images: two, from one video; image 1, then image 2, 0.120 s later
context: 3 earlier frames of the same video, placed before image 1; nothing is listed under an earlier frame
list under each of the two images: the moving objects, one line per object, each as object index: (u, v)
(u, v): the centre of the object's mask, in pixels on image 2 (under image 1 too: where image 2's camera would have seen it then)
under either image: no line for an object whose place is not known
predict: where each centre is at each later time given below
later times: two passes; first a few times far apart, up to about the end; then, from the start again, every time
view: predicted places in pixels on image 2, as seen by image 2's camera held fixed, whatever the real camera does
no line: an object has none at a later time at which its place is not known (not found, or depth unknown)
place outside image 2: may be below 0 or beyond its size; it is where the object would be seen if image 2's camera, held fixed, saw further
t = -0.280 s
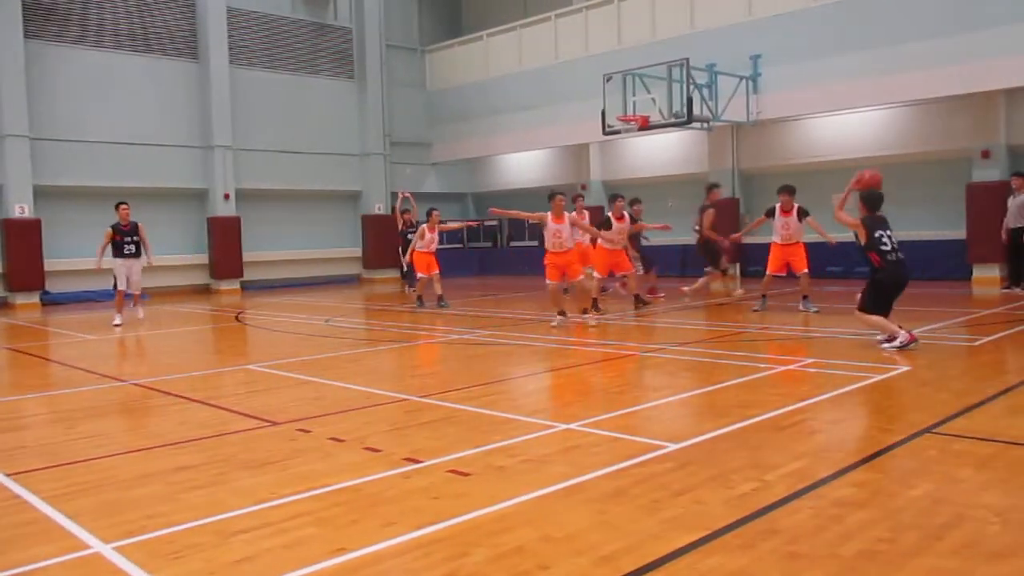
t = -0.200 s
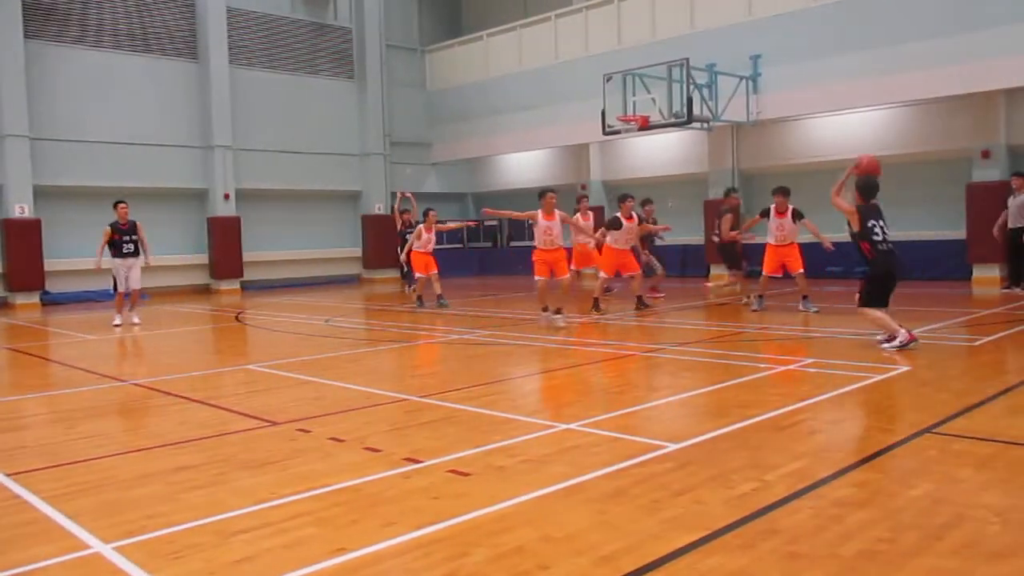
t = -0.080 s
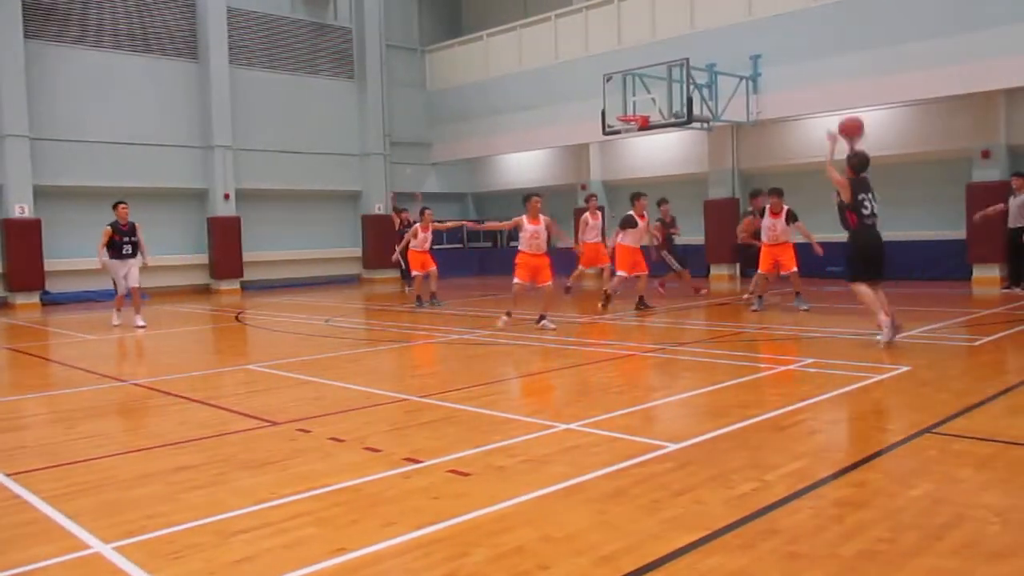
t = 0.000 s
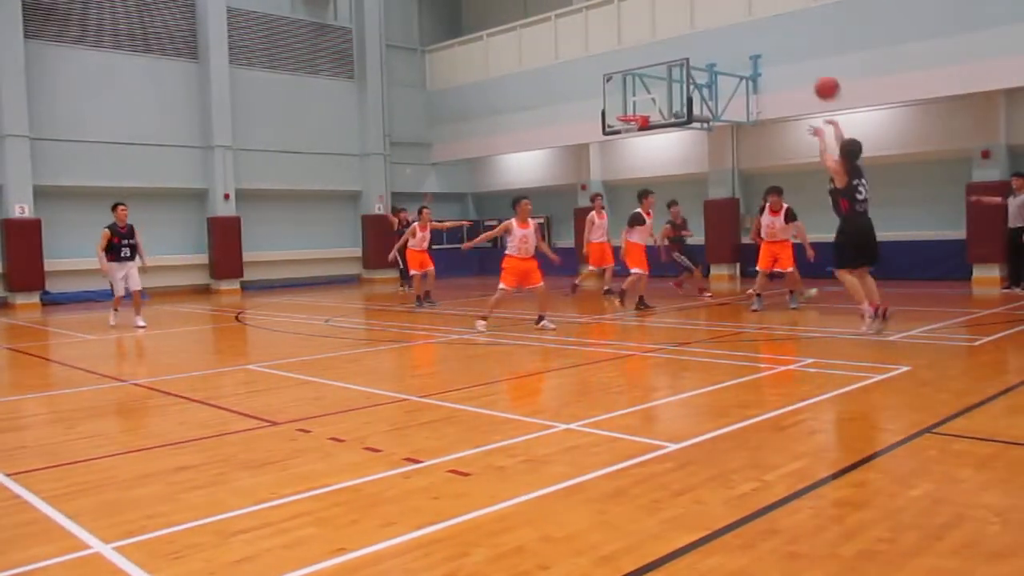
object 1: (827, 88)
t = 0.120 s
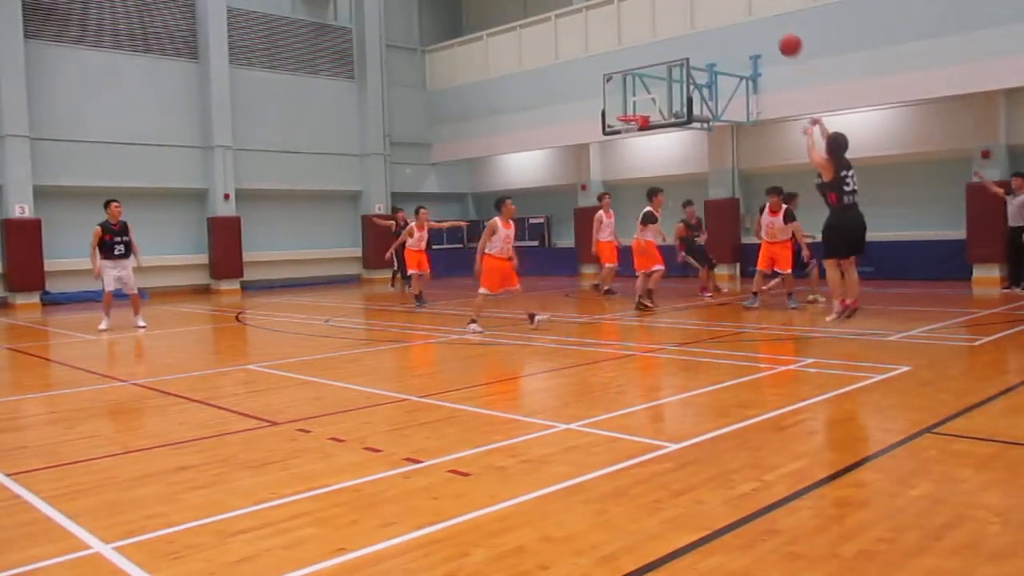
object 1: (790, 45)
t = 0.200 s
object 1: (769, 27)
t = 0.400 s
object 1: (725, 9)
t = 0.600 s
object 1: (691, 20)
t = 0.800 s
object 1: (664, 53)
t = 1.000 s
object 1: (641, 103)
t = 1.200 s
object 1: (667, 77)
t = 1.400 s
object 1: (701, 59)
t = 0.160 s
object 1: (779, 35)
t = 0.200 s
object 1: (769, 27)
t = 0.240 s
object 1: (759, 20)
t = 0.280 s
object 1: (750, 15)
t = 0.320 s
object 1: (741, 12)
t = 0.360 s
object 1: (733, 9)
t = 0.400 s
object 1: (725, 9)
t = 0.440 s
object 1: (717, 9)
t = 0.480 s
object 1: (710, 9)
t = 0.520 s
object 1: (703, 12)
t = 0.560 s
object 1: (697, 16)
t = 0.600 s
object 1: (691, 20)
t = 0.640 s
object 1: (685, 25)
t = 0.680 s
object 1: (679, 31)
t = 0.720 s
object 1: (674, 38)
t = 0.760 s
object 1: (668, 45)
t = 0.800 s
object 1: (664, 53)
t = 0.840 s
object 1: (659, 62)
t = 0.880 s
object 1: (654, 71)
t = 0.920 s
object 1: (649, 82)
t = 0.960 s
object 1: (645, 92)
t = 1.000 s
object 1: (641, 103)
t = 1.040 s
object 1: (640, 107)
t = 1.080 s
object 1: (647, 99)
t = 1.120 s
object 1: (654, 91)
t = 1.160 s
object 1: (660, 84)
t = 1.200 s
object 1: (667, 77)
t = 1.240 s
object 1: (674, 71)
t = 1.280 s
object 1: (681, 67)
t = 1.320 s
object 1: (688, 64)
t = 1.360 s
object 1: (694, 61)
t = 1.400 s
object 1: (701, 59)
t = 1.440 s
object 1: (709, 59)
